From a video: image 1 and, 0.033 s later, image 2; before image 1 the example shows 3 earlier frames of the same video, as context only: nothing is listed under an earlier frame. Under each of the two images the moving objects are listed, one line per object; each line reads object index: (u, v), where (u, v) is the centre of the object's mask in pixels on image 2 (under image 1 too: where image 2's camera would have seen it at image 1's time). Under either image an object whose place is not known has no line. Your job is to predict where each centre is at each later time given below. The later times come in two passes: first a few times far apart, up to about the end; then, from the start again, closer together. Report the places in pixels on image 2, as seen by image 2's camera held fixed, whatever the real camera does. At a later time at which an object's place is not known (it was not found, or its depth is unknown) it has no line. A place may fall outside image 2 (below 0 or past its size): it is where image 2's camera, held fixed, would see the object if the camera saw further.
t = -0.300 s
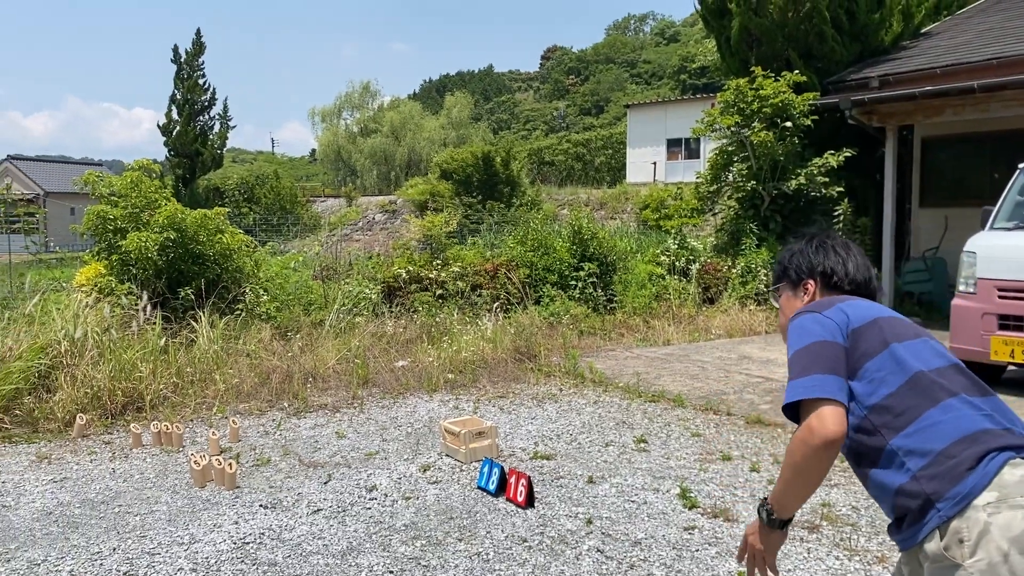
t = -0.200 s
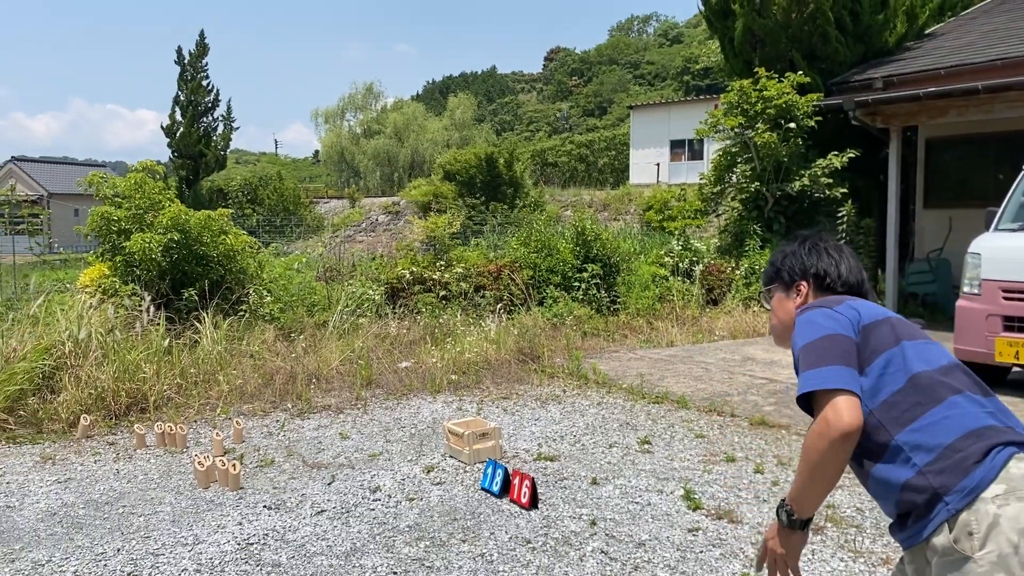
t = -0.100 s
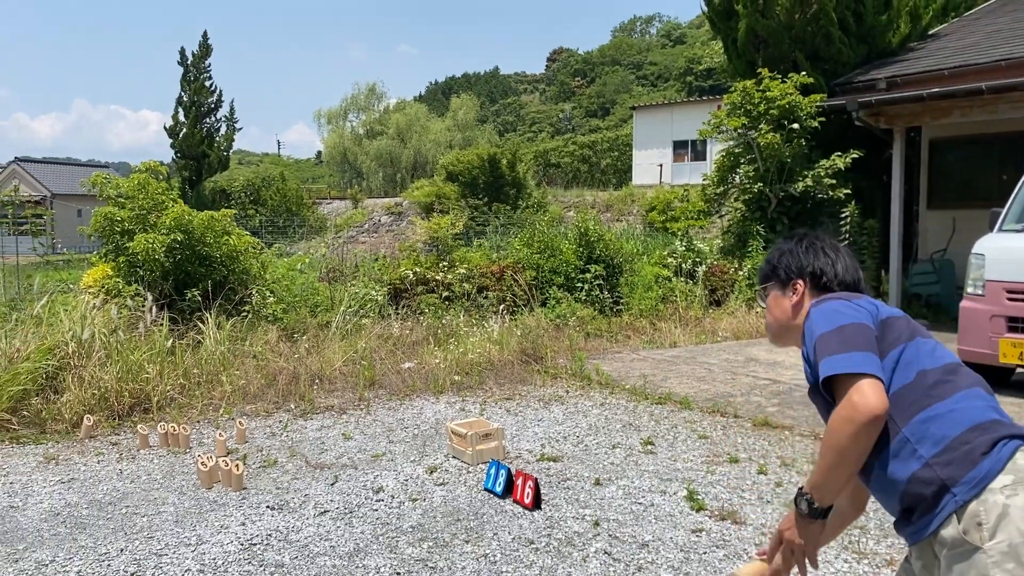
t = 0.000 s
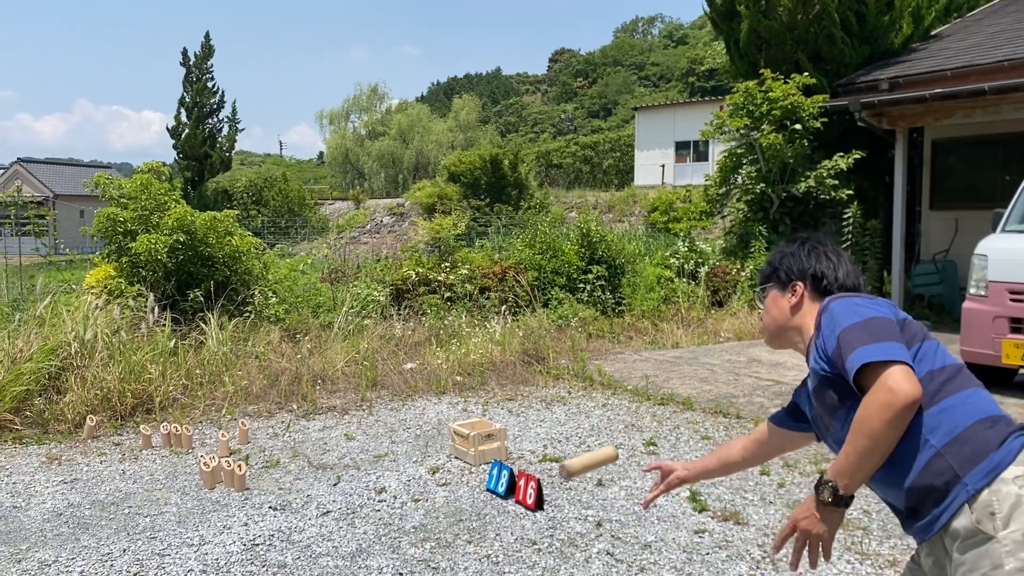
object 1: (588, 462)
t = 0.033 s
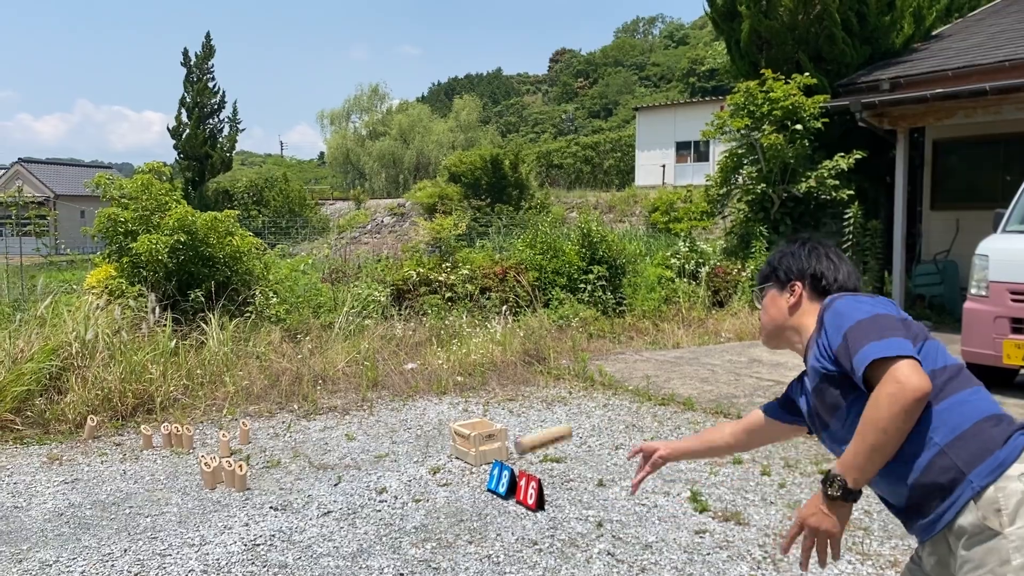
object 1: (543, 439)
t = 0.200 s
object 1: (367, 390)
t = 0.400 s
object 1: (232, 422)
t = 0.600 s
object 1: (136, 444)
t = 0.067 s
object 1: (505, 420)
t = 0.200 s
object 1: (367, 390)
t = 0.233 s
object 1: (341, 390)
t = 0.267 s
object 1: (317, 391)
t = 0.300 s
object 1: (291, 396)
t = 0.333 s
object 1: (271, 404)
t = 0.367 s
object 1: (252, 412)
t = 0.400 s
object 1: (232, 422)
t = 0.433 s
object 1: (214, 434)
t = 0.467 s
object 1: (197, 446)
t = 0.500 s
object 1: (181, 447)
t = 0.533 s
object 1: (166, 444)
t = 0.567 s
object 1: (149, 442)
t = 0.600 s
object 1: (136, 444)
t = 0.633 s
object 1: (121, 445)
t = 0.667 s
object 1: (107, 439)
